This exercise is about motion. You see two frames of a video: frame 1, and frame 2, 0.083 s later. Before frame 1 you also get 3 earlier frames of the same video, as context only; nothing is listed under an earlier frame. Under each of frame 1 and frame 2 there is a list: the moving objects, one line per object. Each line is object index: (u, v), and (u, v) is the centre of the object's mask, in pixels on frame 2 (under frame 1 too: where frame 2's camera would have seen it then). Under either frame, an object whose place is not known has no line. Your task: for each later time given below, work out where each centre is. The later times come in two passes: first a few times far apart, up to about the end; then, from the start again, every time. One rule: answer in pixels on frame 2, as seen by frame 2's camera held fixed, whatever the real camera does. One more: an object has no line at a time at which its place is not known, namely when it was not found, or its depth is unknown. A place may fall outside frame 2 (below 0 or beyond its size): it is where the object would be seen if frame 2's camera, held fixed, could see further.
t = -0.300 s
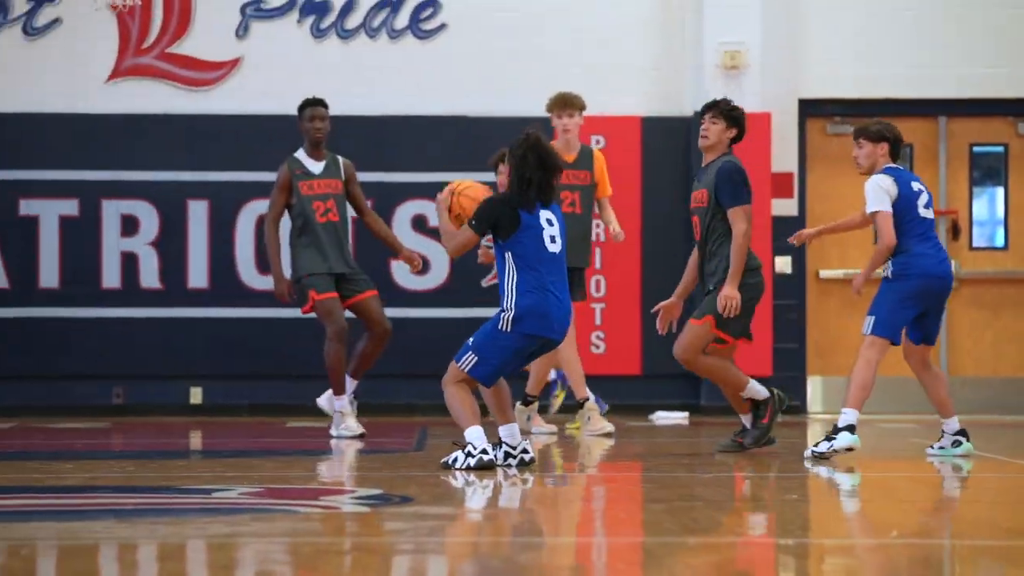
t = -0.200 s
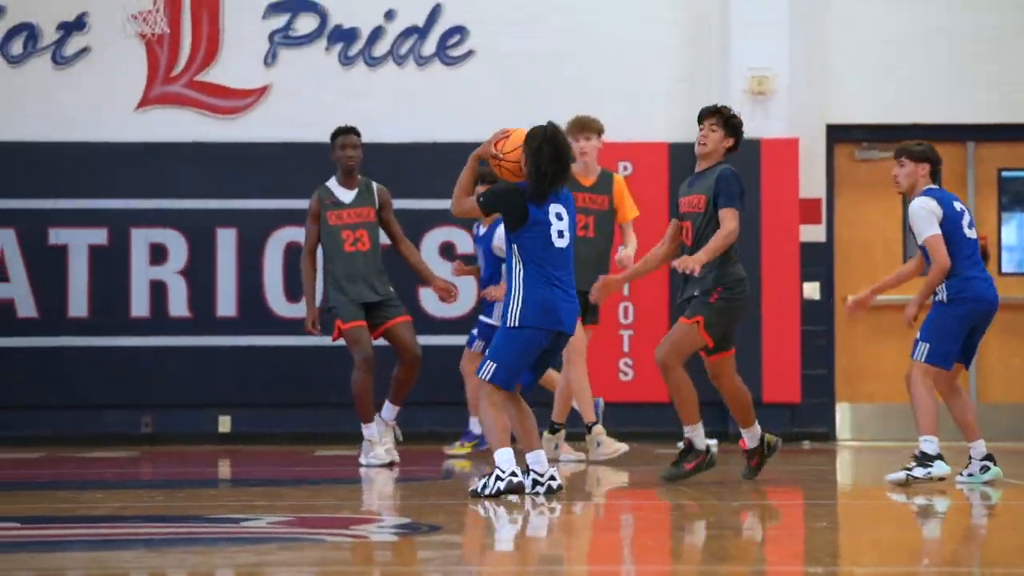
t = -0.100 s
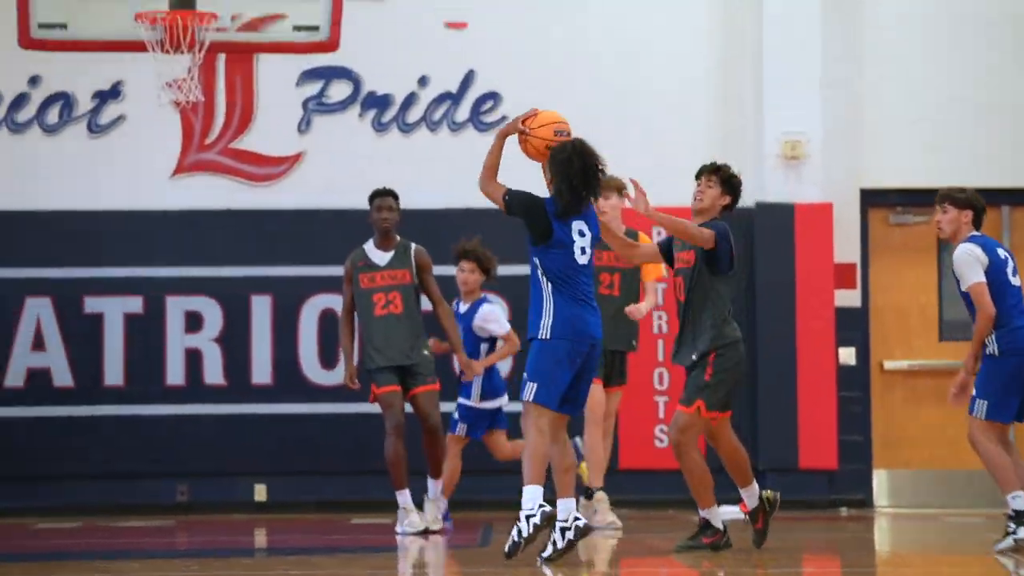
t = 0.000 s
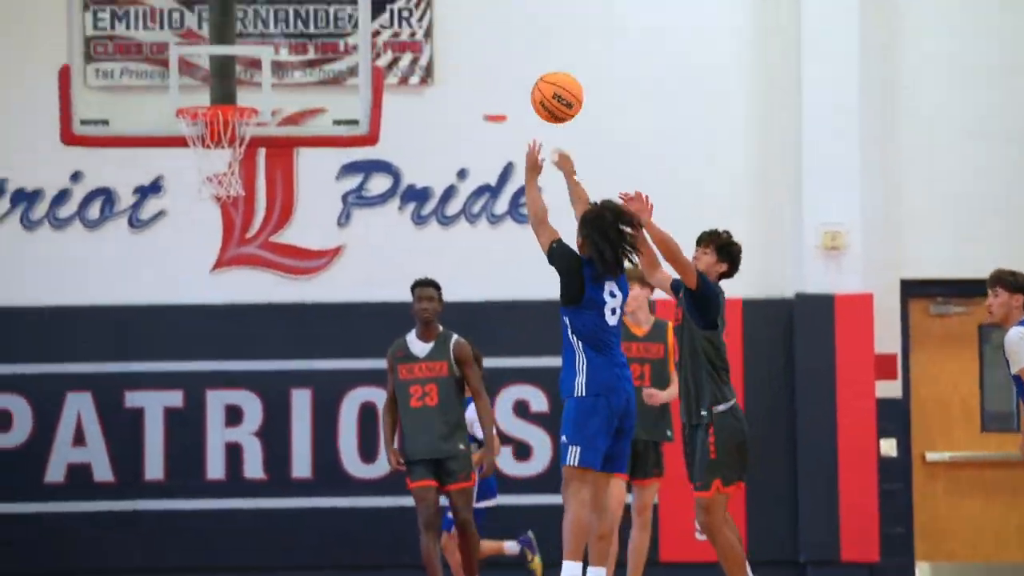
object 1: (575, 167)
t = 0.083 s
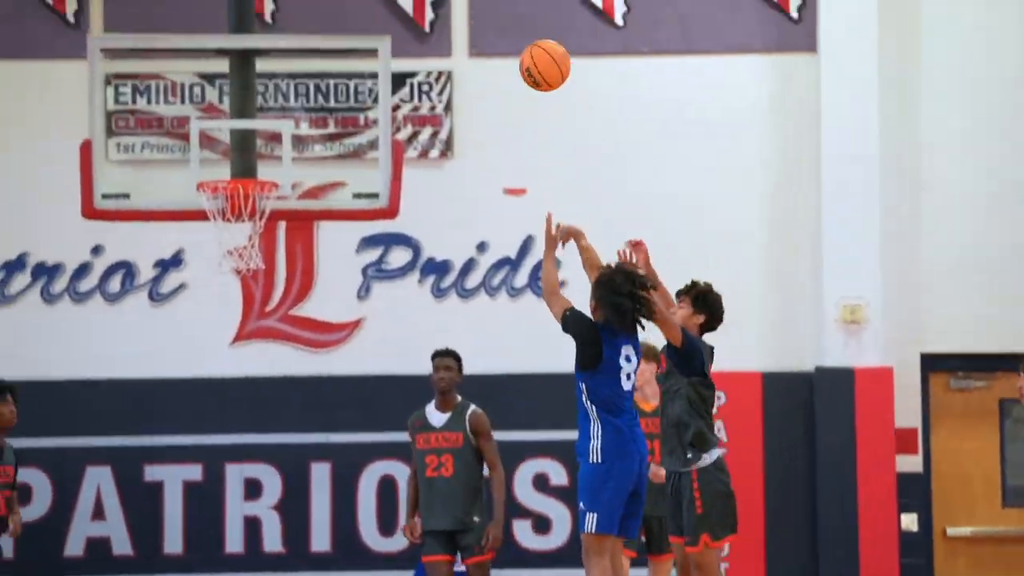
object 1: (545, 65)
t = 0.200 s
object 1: (504, -50)
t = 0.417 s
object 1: (438, -183)
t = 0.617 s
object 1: (380, -216)
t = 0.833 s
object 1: (327, -163)
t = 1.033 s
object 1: (288, -47)
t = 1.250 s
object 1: (251, 132)
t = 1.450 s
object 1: (223, 270)
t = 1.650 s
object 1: (199, 414)
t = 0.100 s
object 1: (539, 47)
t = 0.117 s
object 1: (534, 29)
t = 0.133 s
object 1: (528, 12)
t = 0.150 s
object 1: (522, -4)
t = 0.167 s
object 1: (516, -20)
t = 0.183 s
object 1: (510, -35)
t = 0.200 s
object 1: (504, -50)
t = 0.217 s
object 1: (499, -64)
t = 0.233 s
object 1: (493, -77)
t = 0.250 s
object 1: (488, -90)
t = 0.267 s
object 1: (483, -102)
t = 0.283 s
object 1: (478, -113)
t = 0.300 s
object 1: (473, -124)
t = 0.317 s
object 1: (467, -134)
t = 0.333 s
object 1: (463, -144)
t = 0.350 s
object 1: (457, -152)
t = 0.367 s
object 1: (452, -161)
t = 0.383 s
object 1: (447, -168)
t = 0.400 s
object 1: (442, -176)
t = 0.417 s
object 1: (438, -183)
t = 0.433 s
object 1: (433, -189)
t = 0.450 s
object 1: (428, -195)
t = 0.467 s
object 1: (423, -199)
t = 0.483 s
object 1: (418, -203)
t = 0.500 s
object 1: (413, -206)
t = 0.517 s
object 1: (409, -209)
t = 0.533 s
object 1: (404, -212)
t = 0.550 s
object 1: (399, -213)
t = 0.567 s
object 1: (394, -215)
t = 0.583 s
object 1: (390, -215)
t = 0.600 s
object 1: (385, -216)
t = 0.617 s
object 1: (380, -216)
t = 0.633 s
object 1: (376, -215)
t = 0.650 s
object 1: (372, -213)
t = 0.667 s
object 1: (367, -212)
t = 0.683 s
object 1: (363, -209)
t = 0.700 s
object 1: (358, -206)
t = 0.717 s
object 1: (355, -202)
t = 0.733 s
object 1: (350, -198)
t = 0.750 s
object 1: (347, -194)
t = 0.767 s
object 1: (342, -188)
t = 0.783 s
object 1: (338, -183)
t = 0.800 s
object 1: (334, -177)
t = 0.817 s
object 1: (331, -170)
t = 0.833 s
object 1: (327, -163)
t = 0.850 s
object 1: (324, -156)
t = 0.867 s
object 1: (321, -148)
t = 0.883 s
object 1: (317, -139)
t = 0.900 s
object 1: (313, -131)
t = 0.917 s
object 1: (310, -122)
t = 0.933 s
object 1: (306, -112)
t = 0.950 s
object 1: (303, -102)
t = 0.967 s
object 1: (300, -92)
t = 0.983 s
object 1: (297, -81)
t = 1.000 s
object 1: (294, -70)
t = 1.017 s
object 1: (291, -58)
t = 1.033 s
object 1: (288, -47)
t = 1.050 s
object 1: (285, -35)
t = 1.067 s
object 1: (282, -23)
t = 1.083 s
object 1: (279, -10)
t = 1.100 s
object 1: (276, 3)
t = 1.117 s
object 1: (273, 16)
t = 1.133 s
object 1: (270, 29)
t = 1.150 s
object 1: (267, 43)
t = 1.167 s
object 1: (264, 57)
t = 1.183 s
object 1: (261, 71)
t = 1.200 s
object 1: (258, 86)
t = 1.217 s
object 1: (256, 101)
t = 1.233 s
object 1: (253, 116)
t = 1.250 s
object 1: (251, 132)
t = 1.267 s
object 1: (248, 148)
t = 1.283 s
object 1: (245, 162)
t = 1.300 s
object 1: (241, 178)
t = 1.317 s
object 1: (241, 199)
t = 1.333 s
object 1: (239, 210)
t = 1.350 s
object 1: (235, 220)
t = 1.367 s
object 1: (232, 229)
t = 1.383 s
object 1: (232, 237)
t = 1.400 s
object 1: (229, 244)
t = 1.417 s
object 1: (228, 252)
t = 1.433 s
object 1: (226, 260)
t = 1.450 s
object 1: (223, 270)
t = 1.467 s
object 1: (222, 279)
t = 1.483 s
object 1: (219, 289)
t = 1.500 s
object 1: (217, 300)
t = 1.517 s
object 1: (215, 311)
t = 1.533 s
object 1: (214, 321)
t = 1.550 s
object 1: (212, 333)
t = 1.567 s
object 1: (209, 346)
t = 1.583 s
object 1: (208, 359)
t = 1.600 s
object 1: (205, 372)
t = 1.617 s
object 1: (203, 386)
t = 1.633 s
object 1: (202, 399)
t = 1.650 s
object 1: (199, 414)
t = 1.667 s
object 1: (198, 428)
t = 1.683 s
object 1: (196, 443)
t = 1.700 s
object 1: (195, 460)
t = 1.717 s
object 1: (194, 474)
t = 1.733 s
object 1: (191, 491)
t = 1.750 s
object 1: (189, 509)
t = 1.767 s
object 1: (186, 526)
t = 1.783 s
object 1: (184, 545)
